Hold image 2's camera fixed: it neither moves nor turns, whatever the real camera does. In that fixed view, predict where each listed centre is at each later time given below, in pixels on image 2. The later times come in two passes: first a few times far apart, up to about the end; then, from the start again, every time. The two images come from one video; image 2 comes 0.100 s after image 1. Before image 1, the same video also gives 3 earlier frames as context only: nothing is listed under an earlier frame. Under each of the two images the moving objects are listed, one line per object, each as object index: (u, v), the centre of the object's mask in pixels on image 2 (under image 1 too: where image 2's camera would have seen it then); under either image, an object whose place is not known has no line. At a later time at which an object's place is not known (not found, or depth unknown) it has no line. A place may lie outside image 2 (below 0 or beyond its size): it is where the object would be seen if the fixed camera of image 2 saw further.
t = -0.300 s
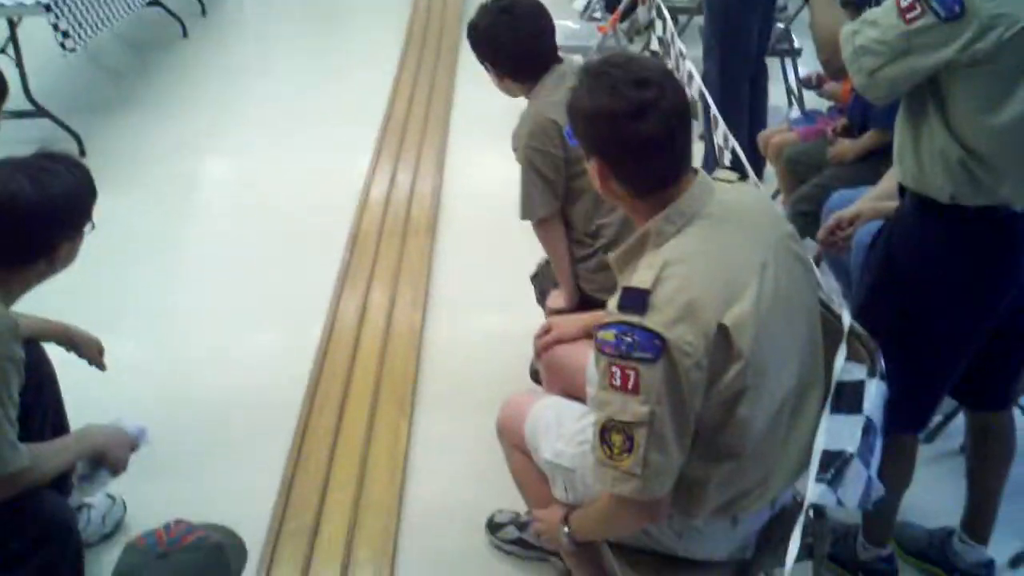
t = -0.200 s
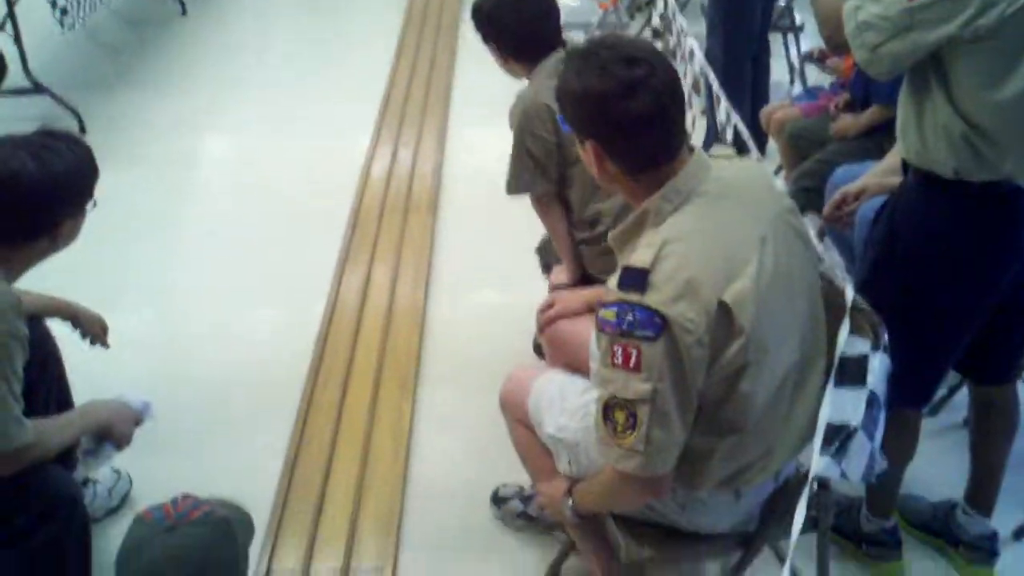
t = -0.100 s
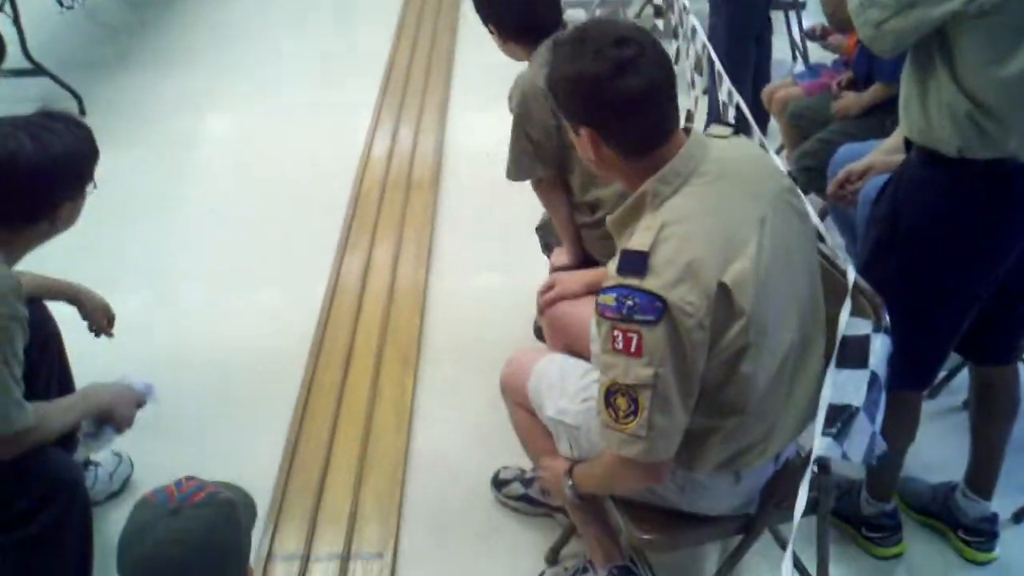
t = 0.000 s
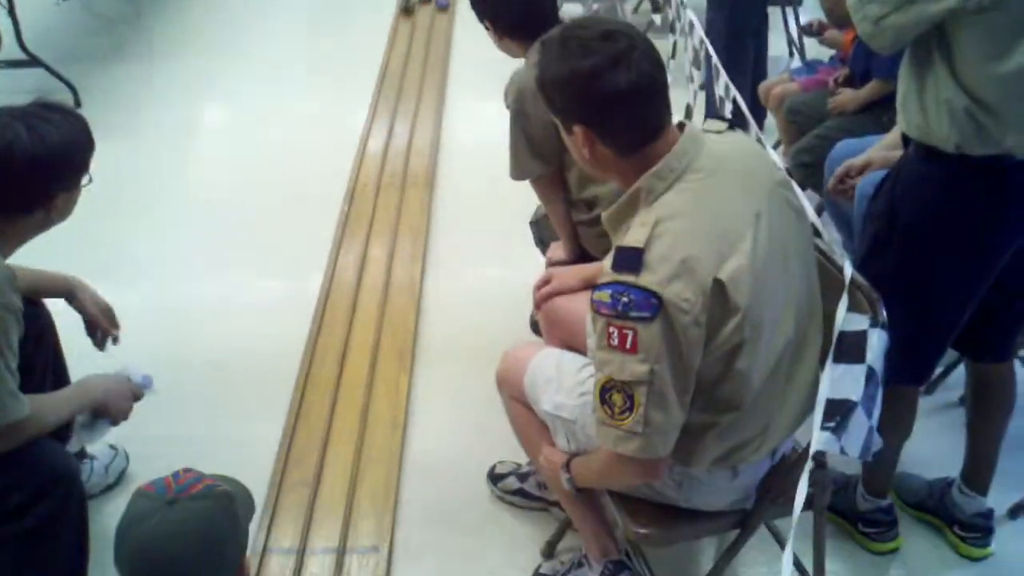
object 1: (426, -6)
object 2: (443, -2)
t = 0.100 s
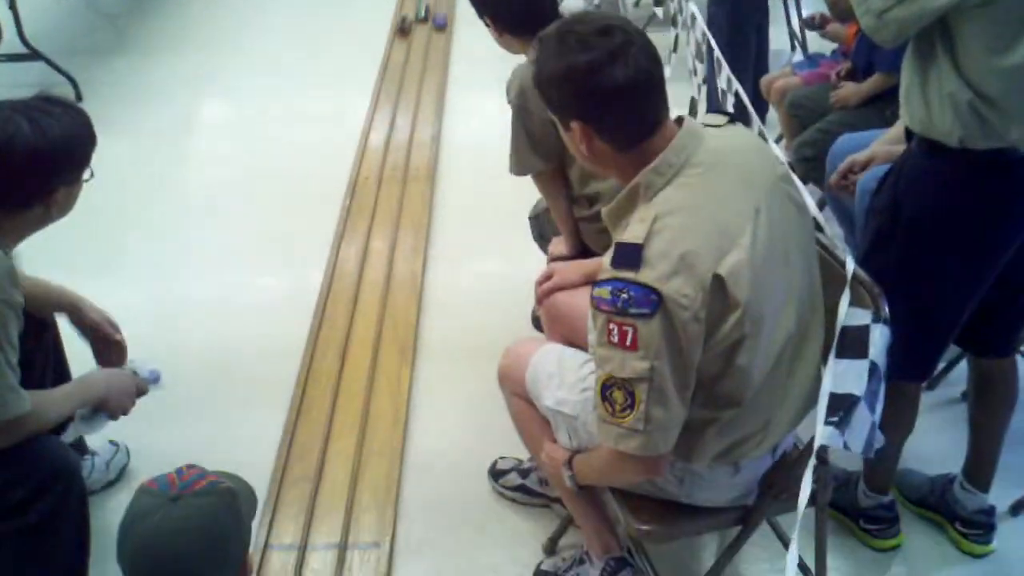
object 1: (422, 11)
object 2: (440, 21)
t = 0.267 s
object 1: (413, 58)
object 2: (433, 70)
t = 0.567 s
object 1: (391, 166)
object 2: (415, 191)
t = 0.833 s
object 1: (362, 317)
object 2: (391, 365)
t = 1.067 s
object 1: (321, 533)
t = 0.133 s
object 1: (420, 21)
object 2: (439, 32)
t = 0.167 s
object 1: (418, 30)
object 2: (438, 40)
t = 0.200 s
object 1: (416, 40)
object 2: (436, 50)
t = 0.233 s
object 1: (414, 49)
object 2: (435, 60)
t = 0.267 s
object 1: (413, 58)
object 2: (433, 70)
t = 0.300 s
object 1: (410, 69)
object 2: (432, 82)
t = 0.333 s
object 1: (408, 80)
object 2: (430, 94)
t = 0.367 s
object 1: (406, 91)
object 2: (428, 106)
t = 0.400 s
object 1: (403, 100)
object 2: (426, 118)
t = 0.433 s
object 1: (401, 113)
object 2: (424, 130)
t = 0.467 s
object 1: (399, 126)
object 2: (422, 144)
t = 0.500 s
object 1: (396, 139)
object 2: (420, 159)
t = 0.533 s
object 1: (395, 152)
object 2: (418, 174)
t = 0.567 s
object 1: (391, 166)
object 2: (415, 191)
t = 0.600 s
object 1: (387, 182)
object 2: (413, 207)
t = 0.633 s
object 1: (385, 197)
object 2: (411, 225)
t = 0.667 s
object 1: (381, 214)
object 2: (408, 246)
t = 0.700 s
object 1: (378, 231)
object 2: (405, 267)
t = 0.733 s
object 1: (375, 252)
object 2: (402, 288)
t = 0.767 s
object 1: (370, 272)
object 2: (398, 313)
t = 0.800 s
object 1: (367, 295)
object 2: (395, 336)
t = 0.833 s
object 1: (362, 317)
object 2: (391, 365)
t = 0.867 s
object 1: (358, 342)
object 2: (386, 395)
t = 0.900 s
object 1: (353, 369)
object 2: (382, 428)
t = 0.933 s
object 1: (347, 397)
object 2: (376, 467)
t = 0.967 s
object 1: (340, 428)
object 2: (371, 502)
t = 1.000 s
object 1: (336, 459)
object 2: (366, 540)
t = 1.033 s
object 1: (329, 492)
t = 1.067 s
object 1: (321, 533)
